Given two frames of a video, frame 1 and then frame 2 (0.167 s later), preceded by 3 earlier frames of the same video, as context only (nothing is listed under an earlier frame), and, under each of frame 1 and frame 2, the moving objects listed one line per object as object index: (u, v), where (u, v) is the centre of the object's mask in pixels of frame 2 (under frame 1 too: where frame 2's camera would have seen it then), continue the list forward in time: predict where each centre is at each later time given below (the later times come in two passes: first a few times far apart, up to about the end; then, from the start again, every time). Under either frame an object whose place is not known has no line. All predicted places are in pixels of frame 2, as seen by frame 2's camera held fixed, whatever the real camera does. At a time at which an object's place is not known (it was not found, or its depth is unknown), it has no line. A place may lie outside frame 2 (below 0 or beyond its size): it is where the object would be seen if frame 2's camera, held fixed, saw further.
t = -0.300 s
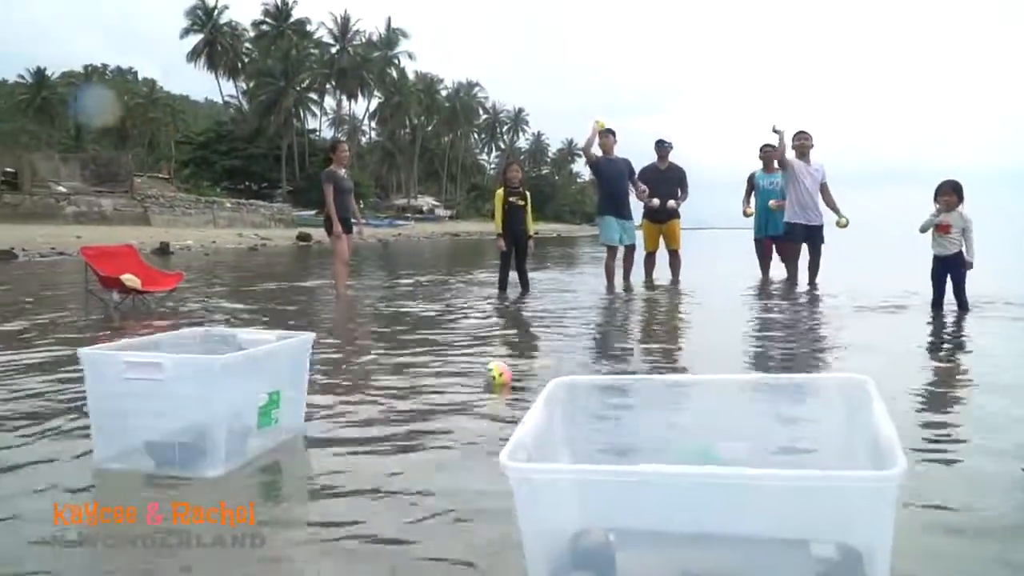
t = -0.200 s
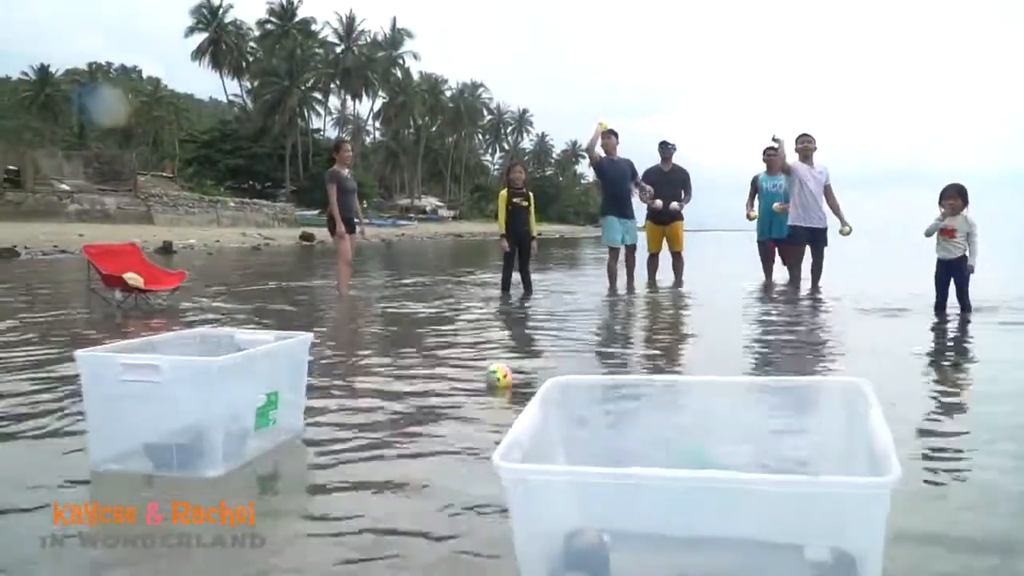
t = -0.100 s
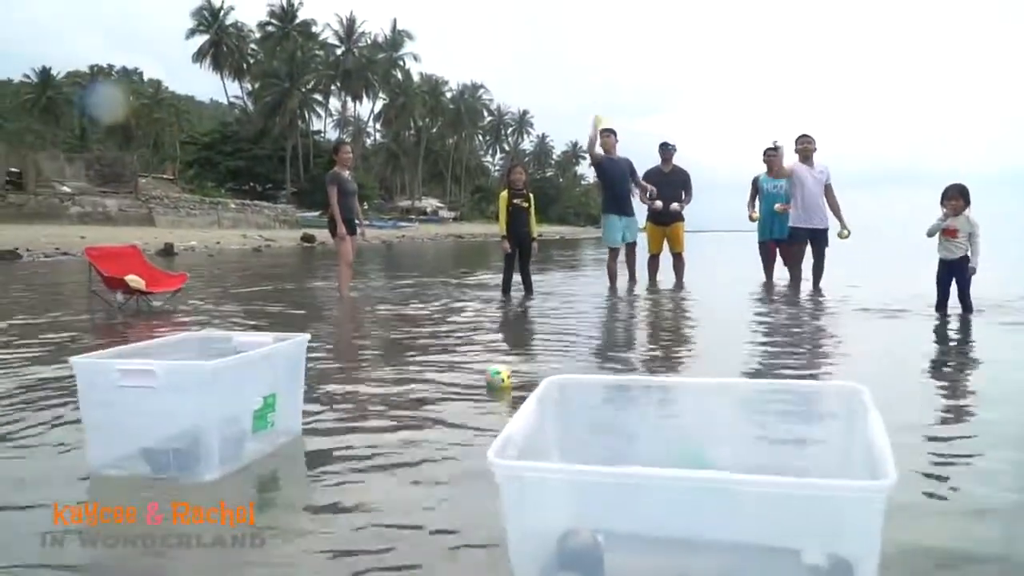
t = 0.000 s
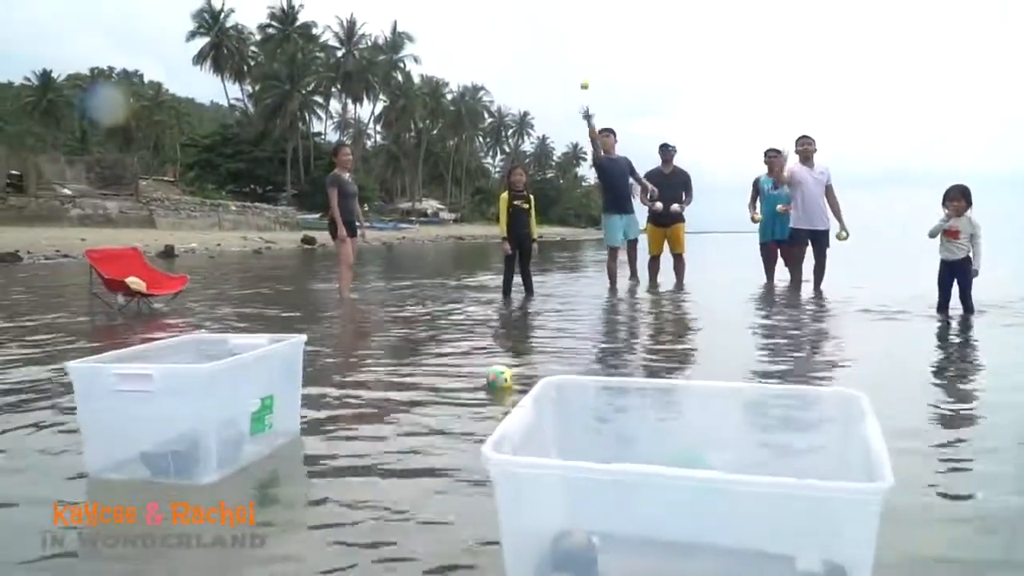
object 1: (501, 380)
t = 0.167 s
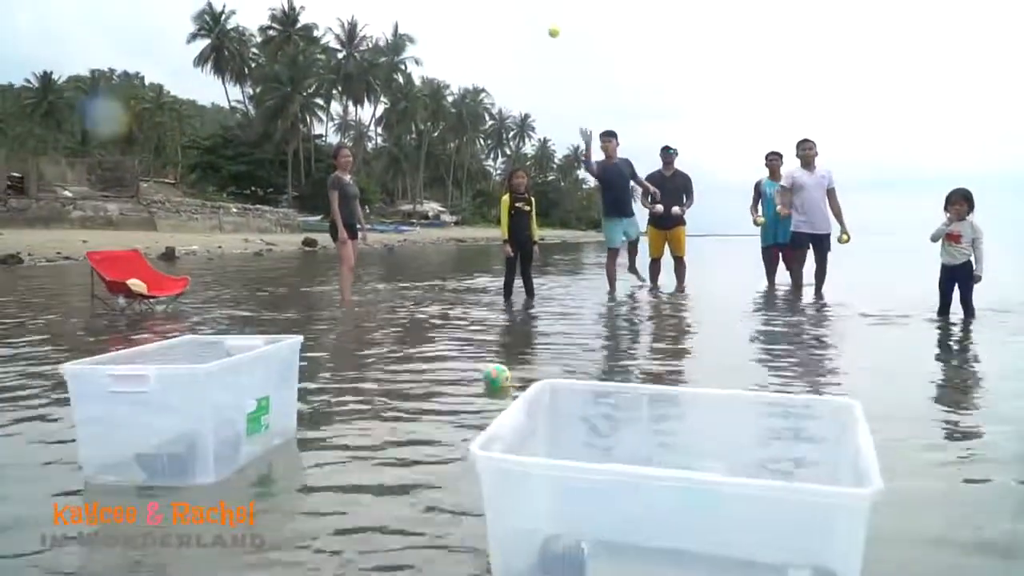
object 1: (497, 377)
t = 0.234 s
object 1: (496, 376)
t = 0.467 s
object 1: (487, 375)
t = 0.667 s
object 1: (485, 378)
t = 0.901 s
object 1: (487, 380)
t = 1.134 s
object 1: (488, 380)
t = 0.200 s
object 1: (496, 376)
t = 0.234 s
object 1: (496, 376)
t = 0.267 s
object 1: (494, 375)
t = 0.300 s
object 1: (493, 376)
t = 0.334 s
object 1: (492, 376)
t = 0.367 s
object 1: (490, 376)
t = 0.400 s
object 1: (489, 376)
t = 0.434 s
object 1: (488, 376)
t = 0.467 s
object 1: (487, 375)
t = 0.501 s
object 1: (486, 376)
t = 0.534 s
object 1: (486, 376)
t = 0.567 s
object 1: (486, 377)
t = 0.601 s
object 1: (486, 378)
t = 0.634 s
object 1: (485, 378)
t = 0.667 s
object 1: (485, 378)
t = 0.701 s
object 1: (485, 379)
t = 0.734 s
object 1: (486, 379)
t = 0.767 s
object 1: (485, 380)
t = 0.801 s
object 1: (486, 380)
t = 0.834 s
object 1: (486, 381)
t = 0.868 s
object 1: (487, 380)
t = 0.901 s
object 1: (487, 380)
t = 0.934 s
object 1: (486, 382)
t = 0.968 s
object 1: (486, 384)
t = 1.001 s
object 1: (488, 381)
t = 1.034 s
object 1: (488, 380)
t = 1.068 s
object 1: (489, 380)
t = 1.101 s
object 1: (488, 380)
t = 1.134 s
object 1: (488, 380)
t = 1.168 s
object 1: (488, 379)
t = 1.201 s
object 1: (489, 377)
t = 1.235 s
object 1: (489, 377)
